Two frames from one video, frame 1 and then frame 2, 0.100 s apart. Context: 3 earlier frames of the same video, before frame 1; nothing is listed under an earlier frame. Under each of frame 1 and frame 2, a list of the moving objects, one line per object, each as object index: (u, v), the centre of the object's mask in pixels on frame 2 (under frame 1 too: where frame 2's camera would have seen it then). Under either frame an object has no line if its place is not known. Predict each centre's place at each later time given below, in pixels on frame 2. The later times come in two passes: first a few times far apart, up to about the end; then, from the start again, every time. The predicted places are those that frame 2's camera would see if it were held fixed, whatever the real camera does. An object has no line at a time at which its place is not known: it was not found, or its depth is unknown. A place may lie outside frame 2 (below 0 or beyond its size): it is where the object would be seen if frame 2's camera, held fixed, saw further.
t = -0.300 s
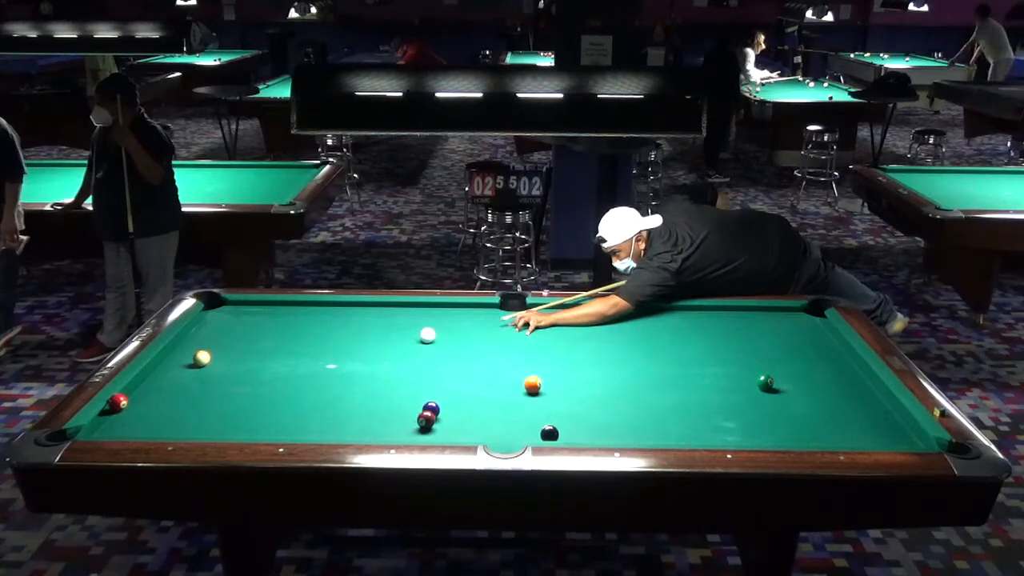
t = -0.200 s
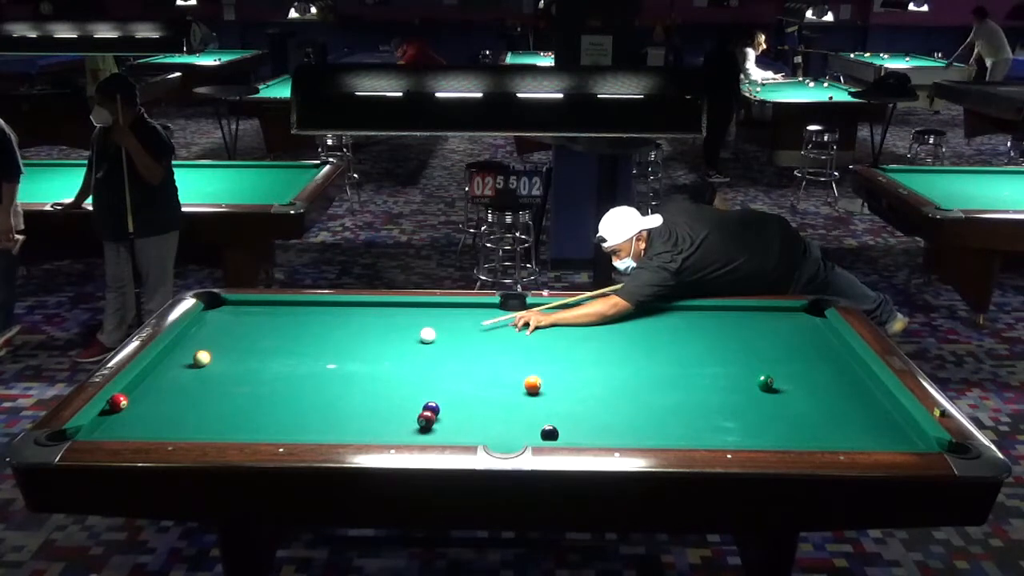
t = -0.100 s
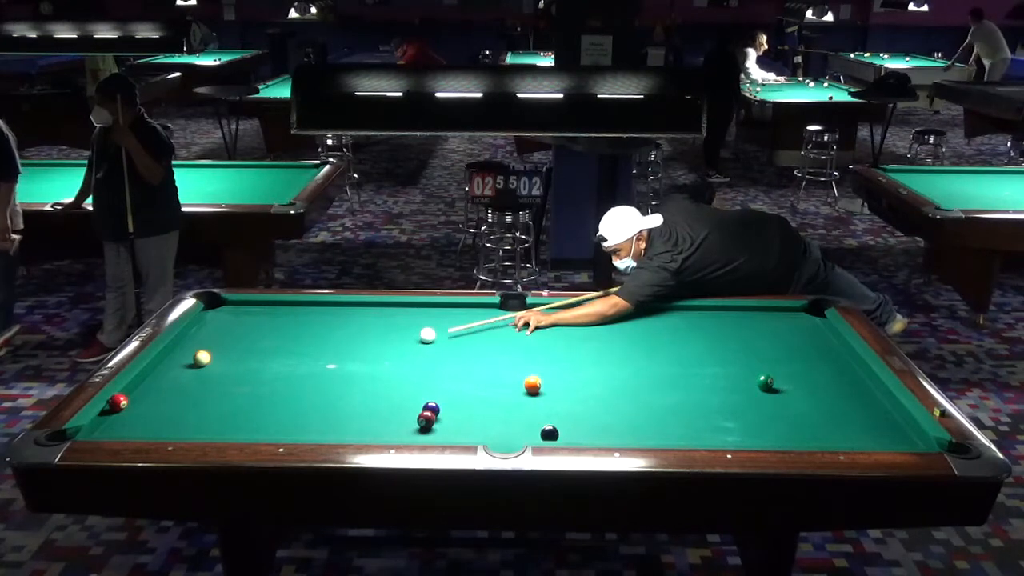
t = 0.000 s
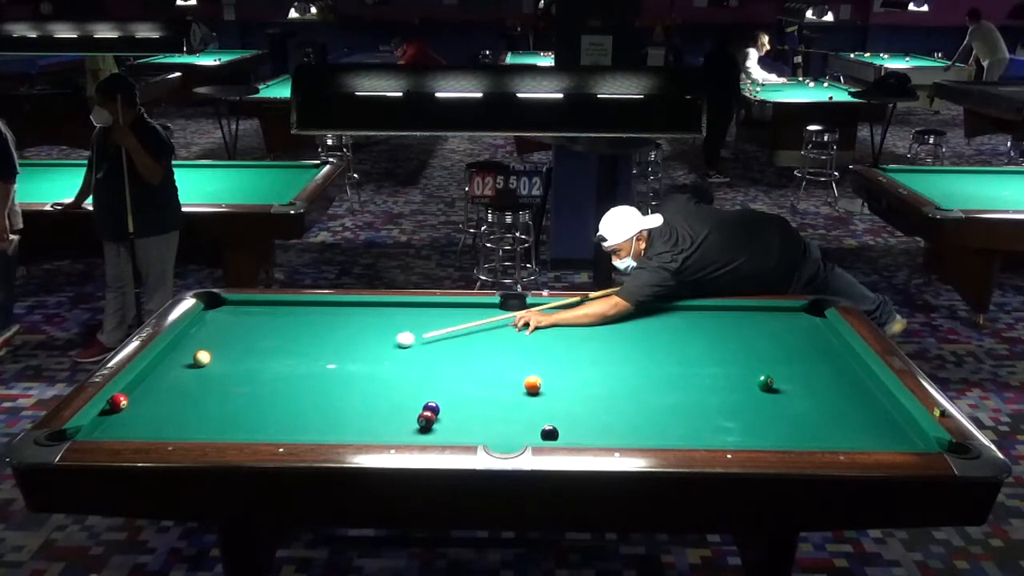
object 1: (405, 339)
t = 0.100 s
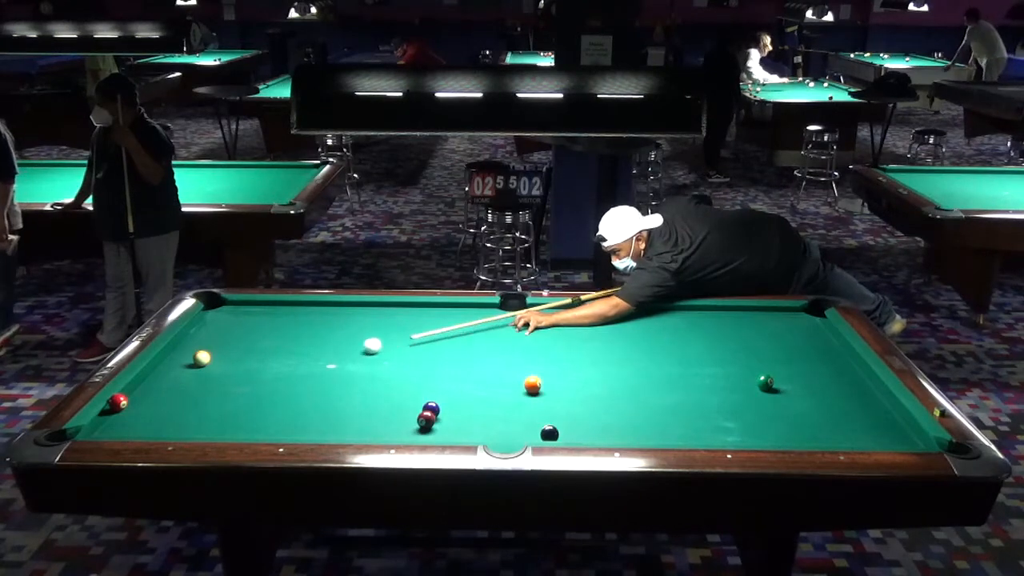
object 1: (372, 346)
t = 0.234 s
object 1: (330, 354)
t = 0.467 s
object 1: (253, 369)
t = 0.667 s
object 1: (181, 383)
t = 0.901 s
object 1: (139, 396)
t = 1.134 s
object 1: (175, 399)
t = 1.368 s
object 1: (209, 403)
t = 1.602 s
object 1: (242, 407)
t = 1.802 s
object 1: (270, 410)
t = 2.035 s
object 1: (302, 414)
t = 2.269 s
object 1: (333, 418)
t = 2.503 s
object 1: (362, 421)
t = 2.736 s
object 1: (391, 425)
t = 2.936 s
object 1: (415, 428)
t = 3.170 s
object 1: (440, 430)
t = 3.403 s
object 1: (466, 432)
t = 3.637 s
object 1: (490, 437)
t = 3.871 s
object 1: (513, 440)
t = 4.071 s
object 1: (519, 438)
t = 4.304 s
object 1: (519, 435)
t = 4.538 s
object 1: (518, 431)
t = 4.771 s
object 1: (518, 428)
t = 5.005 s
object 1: (517, 424)
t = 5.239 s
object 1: (517, 423)
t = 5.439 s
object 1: (517, 422)
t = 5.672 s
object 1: (517, 421)
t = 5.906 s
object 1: (517, 421)
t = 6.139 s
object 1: (517, 421)
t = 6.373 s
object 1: (517, 421)
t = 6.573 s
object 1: (517, 421)
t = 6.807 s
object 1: (517, 421)
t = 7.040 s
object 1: (517, 421)
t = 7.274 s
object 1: (517, 421)
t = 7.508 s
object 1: (517, 421)
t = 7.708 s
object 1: (517, 421)
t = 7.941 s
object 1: (517, 421)
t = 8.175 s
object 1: (517, 421)
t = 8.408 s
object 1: (517, 421)
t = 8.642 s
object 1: (517, 421)
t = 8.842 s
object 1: (517, 421)
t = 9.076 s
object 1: (517, 421)
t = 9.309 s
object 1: (517, 421)
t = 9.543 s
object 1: (517, 421)
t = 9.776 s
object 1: (517, 421)
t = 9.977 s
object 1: (517, 421)
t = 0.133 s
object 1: (362, 348)
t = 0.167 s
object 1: (351, 350)
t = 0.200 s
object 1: (340, 352)
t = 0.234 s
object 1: (330, 354)
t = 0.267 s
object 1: (319, 356)
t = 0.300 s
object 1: (308, 358)
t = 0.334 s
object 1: (297, 361)
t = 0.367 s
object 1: (286, 363)
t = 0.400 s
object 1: (275, 365)
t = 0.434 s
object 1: (264, 367)
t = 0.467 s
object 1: (253, 369)
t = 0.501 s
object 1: (241, 372)
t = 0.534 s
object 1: (229, 374)
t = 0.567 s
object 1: (217, 376)
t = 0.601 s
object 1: (206, 379)
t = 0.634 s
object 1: (193, 381)
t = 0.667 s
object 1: (181, 383)
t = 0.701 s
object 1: (170, 386)
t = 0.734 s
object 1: (158, 388)
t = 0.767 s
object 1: (145, 391)
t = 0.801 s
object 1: (134, 393)
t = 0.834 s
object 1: (128, 393)
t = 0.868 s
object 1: (133, 395)
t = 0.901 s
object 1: (139, 396)
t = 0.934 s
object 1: (144, 396)
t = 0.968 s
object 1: (149, 397)
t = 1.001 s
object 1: (155, 397)
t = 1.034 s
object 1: (160, 398)
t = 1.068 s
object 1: (165, 398)
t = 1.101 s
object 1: (169, 399)
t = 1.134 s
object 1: (175, 399)
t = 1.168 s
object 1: (180, 400)
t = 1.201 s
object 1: (185, 401)
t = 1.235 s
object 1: (189, 401)
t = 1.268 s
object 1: (194, 402)
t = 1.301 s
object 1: (199, 402)
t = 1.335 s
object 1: (204, 403)
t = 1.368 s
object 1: (209, 403)
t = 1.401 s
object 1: (214, 404)
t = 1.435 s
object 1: (218, 404)
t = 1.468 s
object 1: (223, 405)
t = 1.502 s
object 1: (228, 405)
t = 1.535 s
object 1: (233, 406)
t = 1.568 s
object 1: (238, 407)
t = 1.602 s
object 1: (242, 407)
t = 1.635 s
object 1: (247, 408)
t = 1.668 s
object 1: (252, 408)
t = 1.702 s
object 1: (257, 409)
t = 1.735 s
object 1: (261, 409)
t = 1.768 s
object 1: (265, 410)
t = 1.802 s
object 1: (270, 410)
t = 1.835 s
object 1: (275, 411)
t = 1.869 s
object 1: (279, 412)
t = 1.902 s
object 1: (284, 412)
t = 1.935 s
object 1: (288, 413)
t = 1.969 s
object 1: (292, 413)
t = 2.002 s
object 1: (297, 414)
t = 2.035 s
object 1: (302, 414)
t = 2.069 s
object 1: (306, 415)
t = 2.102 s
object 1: (311, 415)
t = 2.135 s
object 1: (315, 416)
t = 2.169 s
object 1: (320, 416)
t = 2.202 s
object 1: (324, 417)
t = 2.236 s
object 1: (328, 417)
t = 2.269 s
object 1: (333, 418)
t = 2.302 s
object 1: (337, 418)
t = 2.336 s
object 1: (341, 418)
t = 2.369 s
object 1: (345, 419)
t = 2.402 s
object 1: (349, 420)
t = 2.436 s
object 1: (354, 420)
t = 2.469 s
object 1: (358, 421)
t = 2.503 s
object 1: (362, 421)
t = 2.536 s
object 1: (367, 422)
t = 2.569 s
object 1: (371, 422)
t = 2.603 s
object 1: (375, 423)
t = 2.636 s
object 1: (379, 423)
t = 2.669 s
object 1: (383, 424)
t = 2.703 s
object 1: (387, 424)
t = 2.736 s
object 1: (391, 425)
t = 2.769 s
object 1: (395, 425)
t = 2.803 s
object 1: (399, 426)
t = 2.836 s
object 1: (402, 426)
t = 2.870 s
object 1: (407, 427)
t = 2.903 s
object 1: (410, 427)
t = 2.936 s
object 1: (415, 428)
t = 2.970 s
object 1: (418, 428)
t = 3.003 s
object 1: (422, 428)
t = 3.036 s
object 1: (426, 429)
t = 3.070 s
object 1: (429, 429)
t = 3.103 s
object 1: (433, 429)
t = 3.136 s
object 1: (437, 430)
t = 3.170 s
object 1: (440, 430)
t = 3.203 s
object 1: (444, 430)
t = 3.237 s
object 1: (449, 430)
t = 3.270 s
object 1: (452, 431)
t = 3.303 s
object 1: (456, 431)
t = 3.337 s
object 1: (459, 431)
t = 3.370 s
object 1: (463, 432)
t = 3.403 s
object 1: (466, 432)
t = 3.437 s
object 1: (470, 432)
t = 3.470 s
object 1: (473, 432)
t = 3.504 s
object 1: (477, 432)
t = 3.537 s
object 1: (480, 434)
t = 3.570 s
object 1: (484, 434)
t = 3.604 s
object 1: (487, 435)
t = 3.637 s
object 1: (490, 437)
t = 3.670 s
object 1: (494, 438)
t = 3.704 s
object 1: (497, 438)
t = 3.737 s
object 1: (500, 439)
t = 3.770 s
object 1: (503, 440)
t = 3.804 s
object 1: (506, 440)
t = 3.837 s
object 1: (510, 440)
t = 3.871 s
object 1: (513, 440)
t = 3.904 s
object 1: (516, 440)
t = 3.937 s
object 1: (518, 440)
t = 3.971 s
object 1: (519, 439)
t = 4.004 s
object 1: (519, 439)
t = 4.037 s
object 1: (519, 438)
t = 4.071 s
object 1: (519, 438)
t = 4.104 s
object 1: (519, 437)
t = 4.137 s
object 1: (519, 437)
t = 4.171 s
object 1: (519, 437)
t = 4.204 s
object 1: (519, 436)
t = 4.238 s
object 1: (519, 436)
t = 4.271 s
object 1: (519, 435)
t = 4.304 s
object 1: (519, 435)
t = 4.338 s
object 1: (519, 434)
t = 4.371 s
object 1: (519, 434)
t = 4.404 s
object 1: (519, 433)
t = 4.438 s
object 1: (519, 432)
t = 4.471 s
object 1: (519, 432)
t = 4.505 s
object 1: (519, 431)
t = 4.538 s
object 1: (518, 431)
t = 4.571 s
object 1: (518, 430)
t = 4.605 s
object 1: (518, 430)
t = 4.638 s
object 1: (518, 430)
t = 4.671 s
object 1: (518, 429)
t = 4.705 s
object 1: (518, 429)
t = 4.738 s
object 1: (518, 428)
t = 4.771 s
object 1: (518, 428)
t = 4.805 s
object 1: (518, 427)
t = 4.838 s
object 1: (518, 427)
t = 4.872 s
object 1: (517, 426)
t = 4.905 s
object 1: (517, 425)
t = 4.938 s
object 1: (517, 425)
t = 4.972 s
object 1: (517, 425)
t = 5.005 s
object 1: (517, 424)
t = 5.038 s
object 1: (517, 424)
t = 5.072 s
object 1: (517, 424)
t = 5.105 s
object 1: (517, 424)
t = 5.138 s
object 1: (517, 423)
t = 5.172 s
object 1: (517, 423)
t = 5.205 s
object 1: (517, 423)
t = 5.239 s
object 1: (517, 423)
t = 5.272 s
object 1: (517, 422)
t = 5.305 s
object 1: (517, 422)
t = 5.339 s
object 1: (517, 422)
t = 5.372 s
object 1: (517, 422)
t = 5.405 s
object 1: (517, 422)
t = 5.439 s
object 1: (517, 422)
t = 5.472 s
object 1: (517, 421)
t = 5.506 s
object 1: (517, 421)
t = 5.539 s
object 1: (517, 421)
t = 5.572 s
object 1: (517, 421)
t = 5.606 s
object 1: (517, 421)
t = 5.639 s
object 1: (517, 421)
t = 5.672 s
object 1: (517, 421)
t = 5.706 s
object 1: (517, 421)
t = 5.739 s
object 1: (517, 421)
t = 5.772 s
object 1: (517, 421)
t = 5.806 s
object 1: (517, 421)
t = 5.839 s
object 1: (517, 421)
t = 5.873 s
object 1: (517, 421)
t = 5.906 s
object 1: (517, 421)
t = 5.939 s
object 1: (517, 421)
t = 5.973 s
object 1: (517, 421)
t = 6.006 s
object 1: (517, 421)
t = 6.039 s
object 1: (517, 421)
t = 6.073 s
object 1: (517, 421)
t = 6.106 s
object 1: (517, 421)
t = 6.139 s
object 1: (517, 421)
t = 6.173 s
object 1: (517, 421)
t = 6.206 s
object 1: (517, 421)
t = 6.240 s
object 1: (517, 421)
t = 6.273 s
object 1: (517, 421)
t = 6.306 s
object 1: (517, 421)
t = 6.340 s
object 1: (517, 421)
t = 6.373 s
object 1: (517, 421)
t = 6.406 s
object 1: (517, 421)
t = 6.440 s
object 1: (517, 421)
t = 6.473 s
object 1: (517, 421)
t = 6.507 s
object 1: (517, 421)
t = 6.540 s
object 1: (517, 421)
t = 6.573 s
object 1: (517, 421)
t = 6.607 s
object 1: (517, 421)
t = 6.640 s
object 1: (517, 421)
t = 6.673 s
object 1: (517, 421)
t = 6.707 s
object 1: (517, 421)
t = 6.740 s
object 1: (517, 421)
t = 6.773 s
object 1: (517, 421)
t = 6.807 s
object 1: (517, 421)
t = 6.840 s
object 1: (517, 421)
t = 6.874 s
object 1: (517, 421)
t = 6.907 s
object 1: (517, 421)
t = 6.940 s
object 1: (517, 421)
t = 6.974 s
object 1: (517, 421)
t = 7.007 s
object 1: (517, 421)
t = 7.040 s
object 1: (517, 421)
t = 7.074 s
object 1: (517, 421)
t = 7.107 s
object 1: (517, 421)
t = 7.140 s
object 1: (517, 421)
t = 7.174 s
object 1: (517, 421)
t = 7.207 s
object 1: (517, 421)
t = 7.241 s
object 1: (517, 421)
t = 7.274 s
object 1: (517, 421)
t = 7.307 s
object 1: (517, 421)
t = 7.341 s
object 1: (517, 421)
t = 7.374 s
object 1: (517, 421)
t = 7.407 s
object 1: (517, 421)
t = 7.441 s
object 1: (517, 421)
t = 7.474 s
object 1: (517, 421)
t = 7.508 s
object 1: (517, 421)
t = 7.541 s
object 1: (517, 421)
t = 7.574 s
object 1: (517, 421)
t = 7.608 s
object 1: (517, 421)
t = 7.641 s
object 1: (517, 421)
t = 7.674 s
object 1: (517, 421)
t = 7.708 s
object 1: (517, 421)
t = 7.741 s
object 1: (517, 421)
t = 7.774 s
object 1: (517, 421)
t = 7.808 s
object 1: (517, 421)
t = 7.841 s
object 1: (517, 421)
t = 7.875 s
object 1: (517, 421)
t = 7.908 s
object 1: (517, 421)
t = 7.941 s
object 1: (517, 421)
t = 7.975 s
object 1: (517, 421)
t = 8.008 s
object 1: (517, 421)
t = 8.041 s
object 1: (517, 421)
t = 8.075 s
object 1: (517, 421)
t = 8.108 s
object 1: (517, 421)
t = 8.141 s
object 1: (517, 421)
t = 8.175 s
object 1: (517, 421)
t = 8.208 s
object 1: (517, 421)
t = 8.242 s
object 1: (517, 421)
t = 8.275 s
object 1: (517, 421)
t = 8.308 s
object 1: (517, 421)
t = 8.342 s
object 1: (517, 421)
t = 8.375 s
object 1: (517, 421)
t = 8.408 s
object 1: (517, 421)
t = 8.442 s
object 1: (517, 421)
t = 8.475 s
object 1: (517, 421)
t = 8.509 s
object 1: (517, 421)
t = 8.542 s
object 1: (517, 421)
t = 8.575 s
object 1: (517, 421)
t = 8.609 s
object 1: (517, 421)
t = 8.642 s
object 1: (517, 421)
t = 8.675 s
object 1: (517, 421)
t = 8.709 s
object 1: (517, 421)
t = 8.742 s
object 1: (517, 421)
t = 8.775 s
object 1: (517, 421)
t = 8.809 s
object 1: (517, 421)
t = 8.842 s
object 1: (517, 421)
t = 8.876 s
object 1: (517, 421)
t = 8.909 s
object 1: (517, 421)
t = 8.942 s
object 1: (517, 421)
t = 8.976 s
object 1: (517, 421)
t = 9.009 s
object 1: (517, 421)
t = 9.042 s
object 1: (517, 421)
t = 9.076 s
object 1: (517, 421)
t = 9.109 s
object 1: (517, 421)
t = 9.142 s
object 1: (517, 421)
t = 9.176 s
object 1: (517, 421)
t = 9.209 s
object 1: (517, 421)
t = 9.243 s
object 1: (517, 421)
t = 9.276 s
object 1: (517, 421)
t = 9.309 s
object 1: (517, 421)
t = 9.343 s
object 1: (517, 421)
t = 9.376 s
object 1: (517, 421)
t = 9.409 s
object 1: (517, 421)
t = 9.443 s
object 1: (517, 421)
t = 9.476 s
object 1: (517, 421)
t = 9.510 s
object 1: (517, 421)
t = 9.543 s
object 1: (517, 421)
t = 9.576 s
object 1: (517, 421)
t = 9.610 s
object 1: (517, 421)
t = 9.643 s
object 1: (517, 421)
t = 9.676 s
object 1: (517, 421)
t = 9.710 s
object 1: (517, 421)
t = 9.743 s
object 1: (517, 421)
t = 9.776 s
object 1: (517, 421)
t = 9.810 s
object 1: (517, 421)
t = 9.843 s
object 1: (517, 421)
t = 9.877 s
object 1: (517, 421)
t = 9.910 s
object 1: (517, 421)
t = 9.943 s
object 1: (517, 421)
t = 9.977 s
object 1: (517, 421)
